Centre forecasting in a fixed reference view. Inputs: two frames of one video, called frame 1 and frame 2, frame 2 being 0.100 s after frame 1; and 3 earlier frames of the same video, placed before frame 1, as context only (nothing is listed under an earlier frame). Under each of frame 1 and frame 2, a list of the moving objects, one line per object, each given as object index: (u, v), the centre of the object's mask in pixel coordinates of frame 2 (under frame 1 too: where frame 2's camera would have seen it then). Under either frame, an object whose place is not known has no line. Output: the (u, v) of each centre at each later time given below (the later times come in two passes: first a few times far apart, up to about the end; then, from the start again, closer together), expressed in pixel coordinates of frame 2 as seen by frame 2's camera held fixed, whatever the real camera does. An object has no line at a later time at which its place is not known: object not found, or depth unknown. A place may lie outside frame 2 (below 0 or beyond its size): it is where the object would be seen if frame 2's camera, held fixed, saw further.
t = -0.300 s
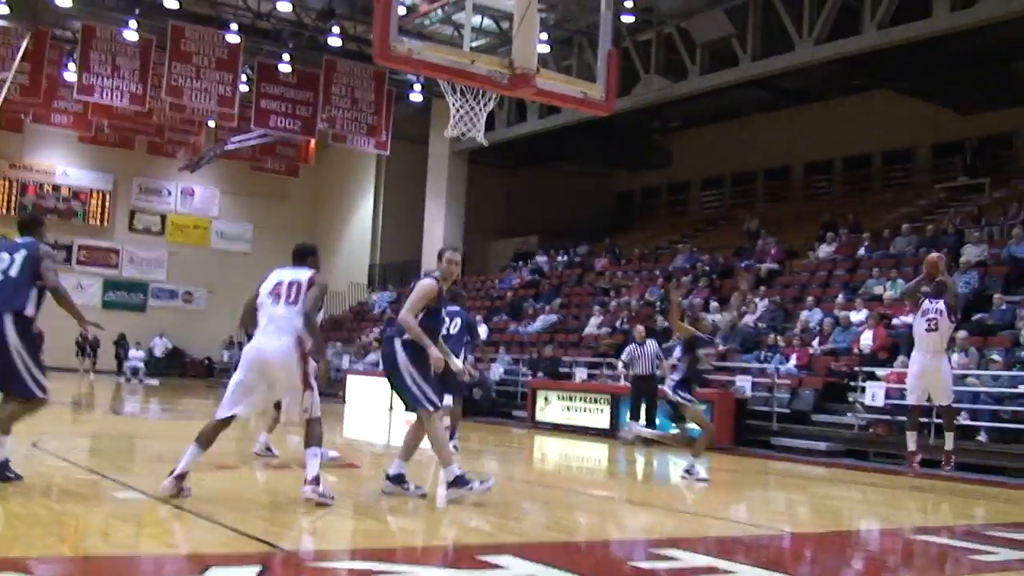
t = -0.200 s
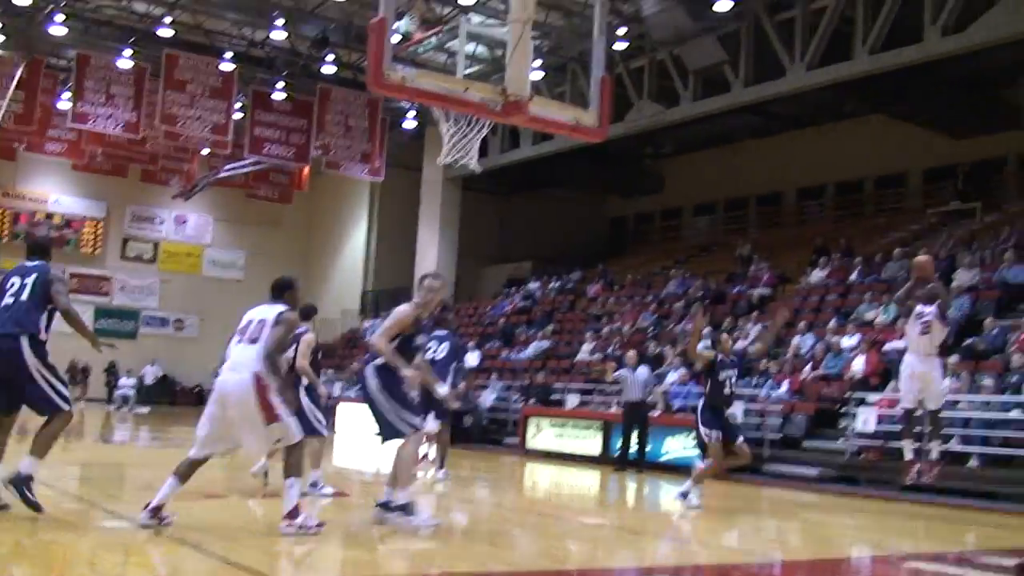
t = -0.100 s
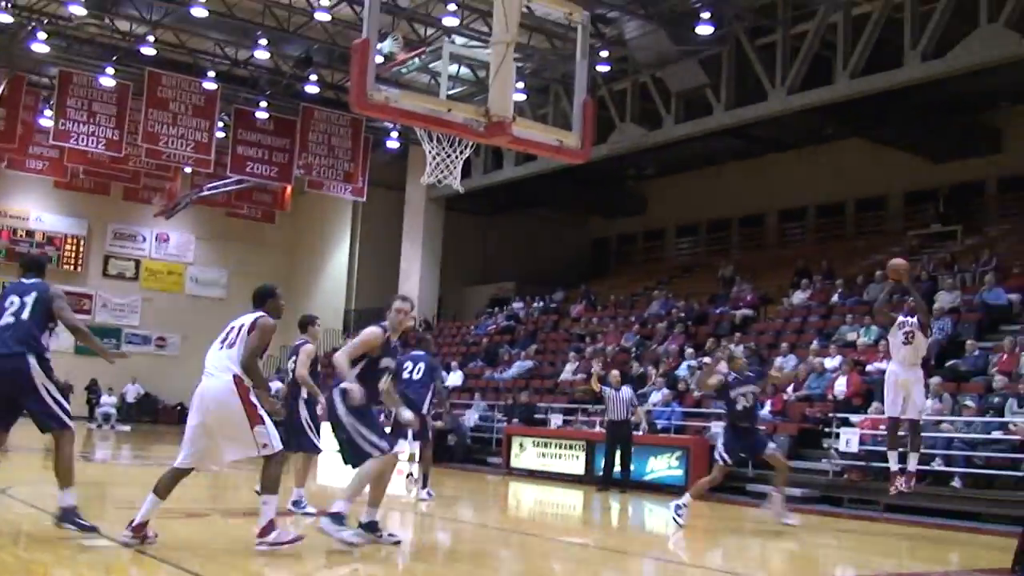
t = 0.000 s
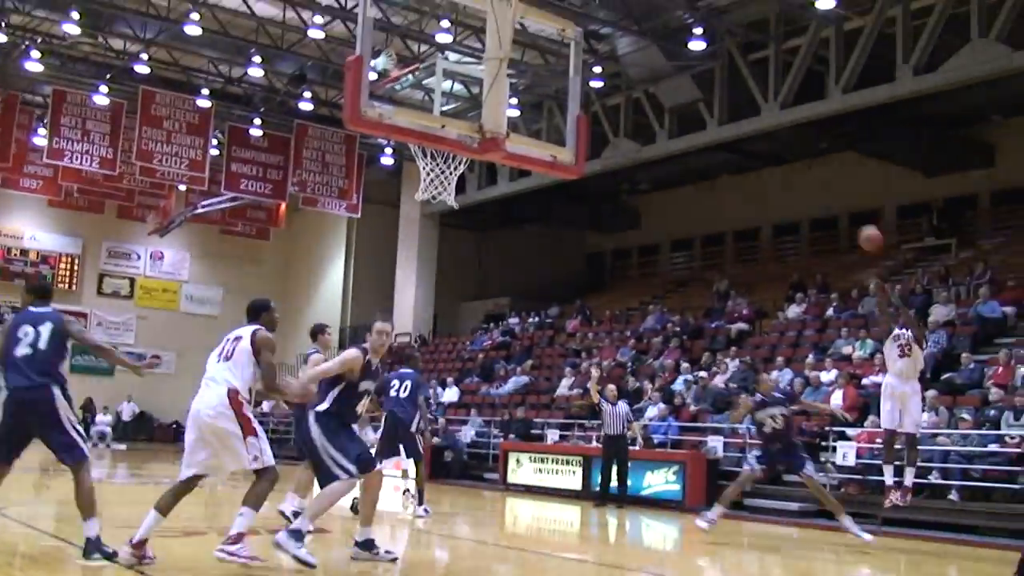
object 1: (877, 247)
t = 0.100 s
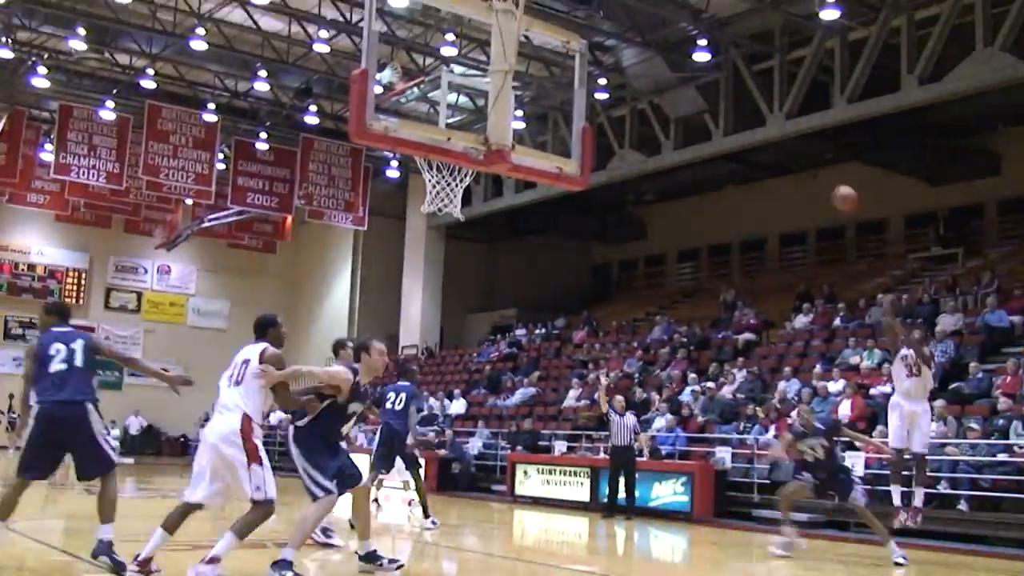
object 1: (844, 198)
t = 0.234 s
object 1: (800, 144)
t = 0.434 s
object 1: (723, 87)
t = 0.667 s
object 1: (618, 66)
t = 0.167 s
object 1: (823, 170)
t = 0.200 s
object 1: (812, 156)
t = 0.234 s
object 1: (800, 144)
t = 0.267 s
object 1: (789, 133)
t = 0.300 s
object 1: (775, 121)
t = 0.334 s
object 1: (763, 112)
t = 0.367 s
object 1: (749, 103)
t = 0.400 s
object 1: (737, 94)
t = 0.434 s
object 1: (723, 87)
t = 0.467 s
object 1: (710, 81)
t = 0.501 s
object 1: (695, 76)
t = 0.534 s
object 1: (681, 71)
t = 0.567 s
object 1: (667, 68)
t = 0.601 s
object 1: (652, 66)
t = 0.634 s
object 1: (635, 64)
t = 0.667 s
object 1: (618, 66)
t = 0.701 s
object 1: (604, 66)
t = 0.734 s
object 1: (594, 66)
